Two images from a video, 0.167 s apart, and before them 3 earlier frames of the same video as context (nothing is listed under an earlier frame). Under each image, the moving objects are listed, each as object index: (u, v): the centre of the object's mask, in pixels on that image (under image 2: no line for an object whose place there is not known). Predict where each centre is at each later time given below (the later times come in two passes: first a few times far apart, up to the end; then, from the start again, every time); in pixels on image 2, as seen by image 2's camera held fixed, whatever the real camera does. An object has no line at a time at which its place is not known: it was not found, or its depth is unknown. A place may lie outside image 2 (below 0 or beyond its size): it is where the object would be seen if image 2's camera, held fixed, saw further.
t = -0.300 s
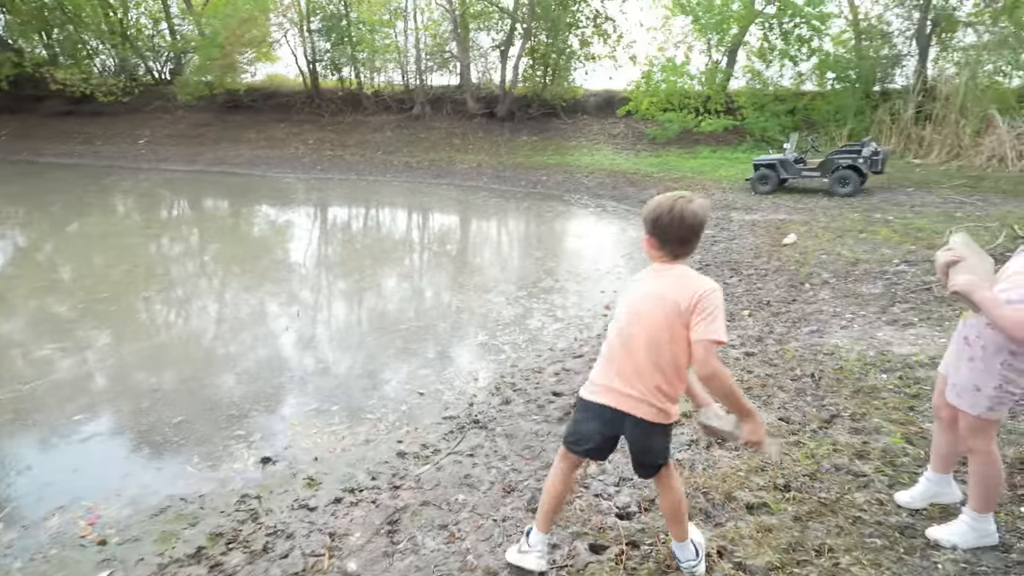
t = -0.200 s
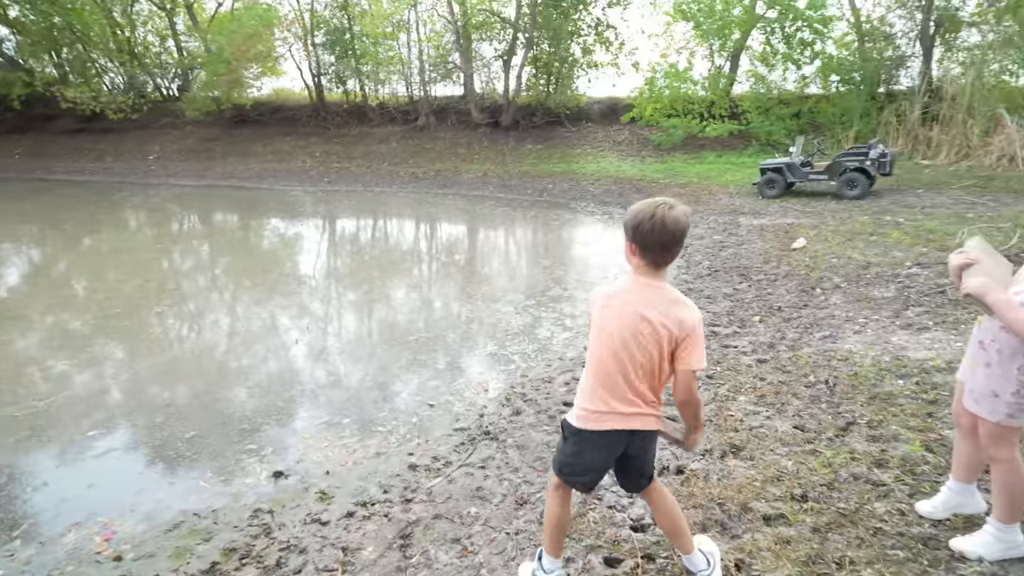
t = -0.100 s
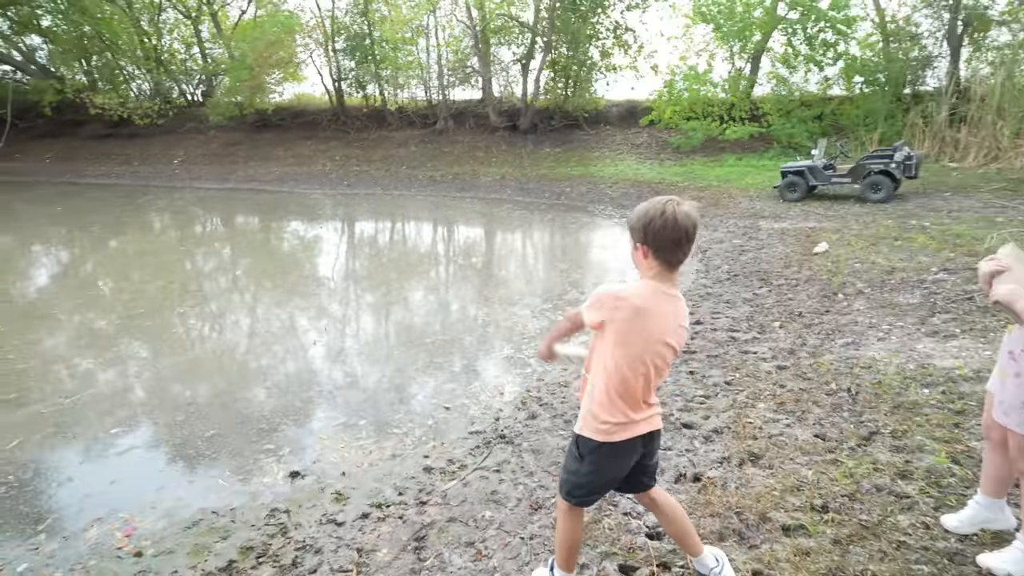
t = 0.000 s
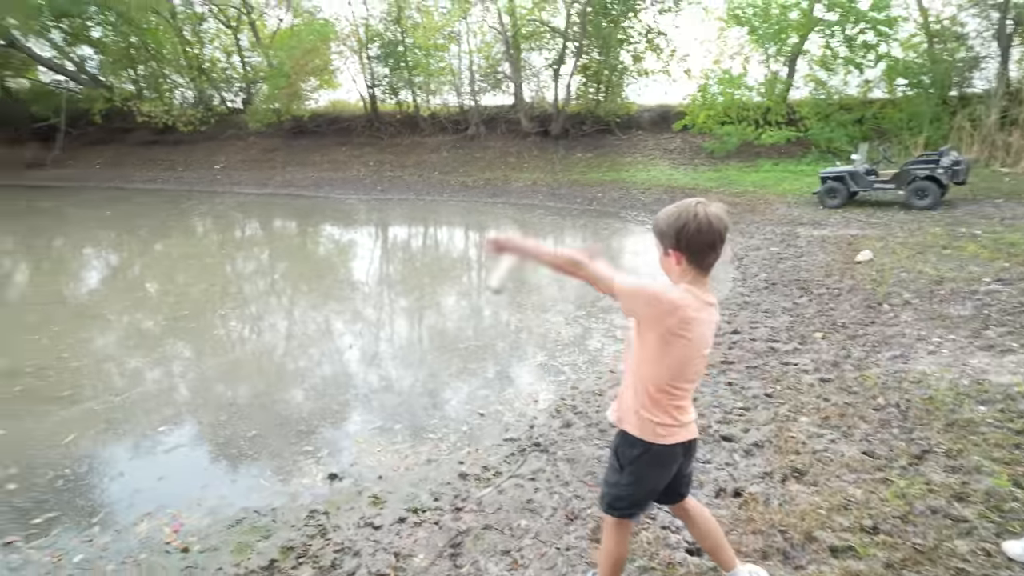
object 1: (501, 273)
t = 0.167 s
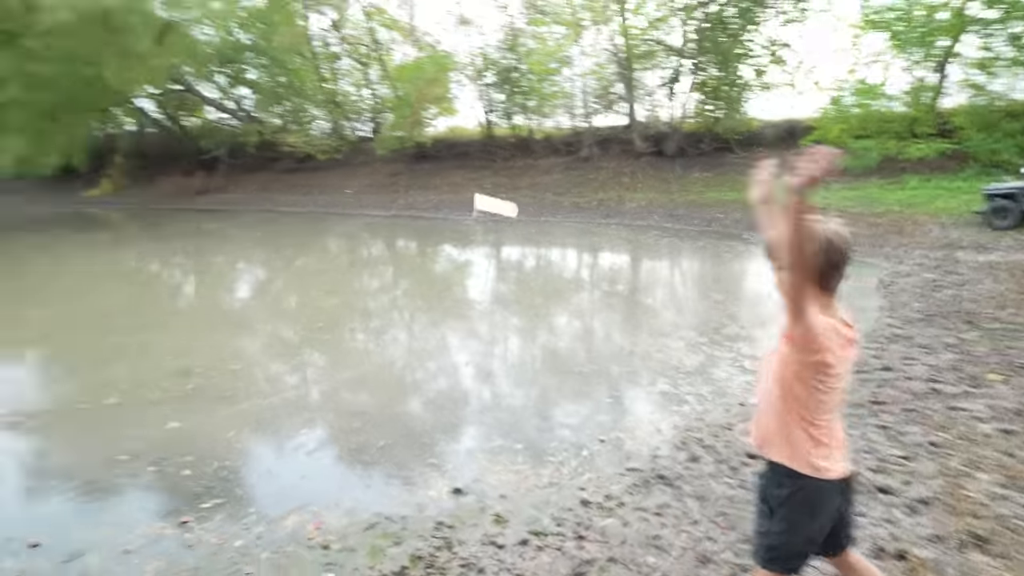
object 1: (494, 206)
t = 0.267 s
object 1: (439, 201)
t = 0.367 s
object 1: (392, 212)
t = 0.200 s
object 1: (475, 201)
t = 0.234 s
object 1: (456, 200)
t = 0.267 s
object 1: (439, 201)
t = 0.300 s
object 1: (423, 204)
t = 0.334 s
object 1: (407, 207)
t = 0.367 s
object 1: (392, 212)
